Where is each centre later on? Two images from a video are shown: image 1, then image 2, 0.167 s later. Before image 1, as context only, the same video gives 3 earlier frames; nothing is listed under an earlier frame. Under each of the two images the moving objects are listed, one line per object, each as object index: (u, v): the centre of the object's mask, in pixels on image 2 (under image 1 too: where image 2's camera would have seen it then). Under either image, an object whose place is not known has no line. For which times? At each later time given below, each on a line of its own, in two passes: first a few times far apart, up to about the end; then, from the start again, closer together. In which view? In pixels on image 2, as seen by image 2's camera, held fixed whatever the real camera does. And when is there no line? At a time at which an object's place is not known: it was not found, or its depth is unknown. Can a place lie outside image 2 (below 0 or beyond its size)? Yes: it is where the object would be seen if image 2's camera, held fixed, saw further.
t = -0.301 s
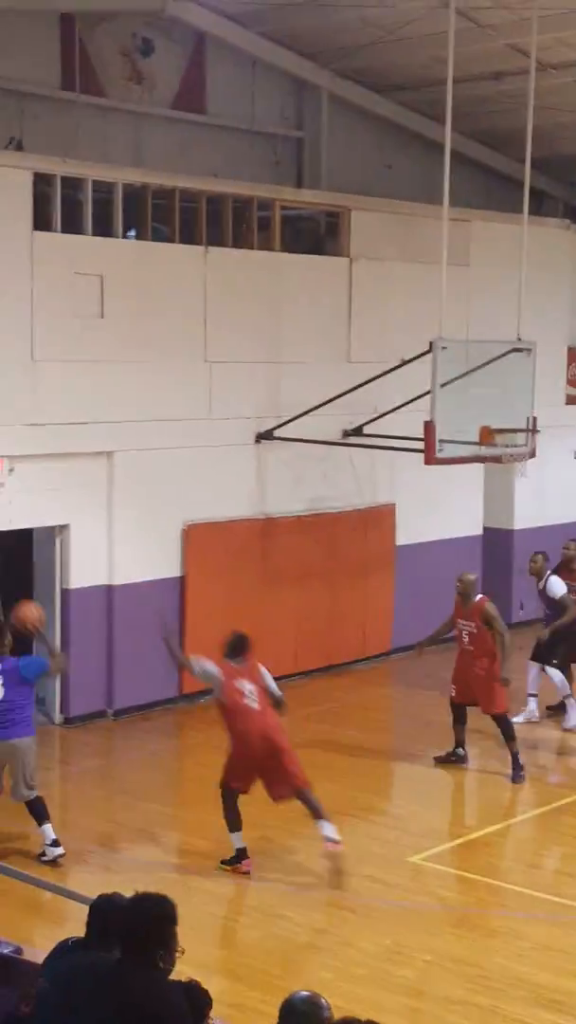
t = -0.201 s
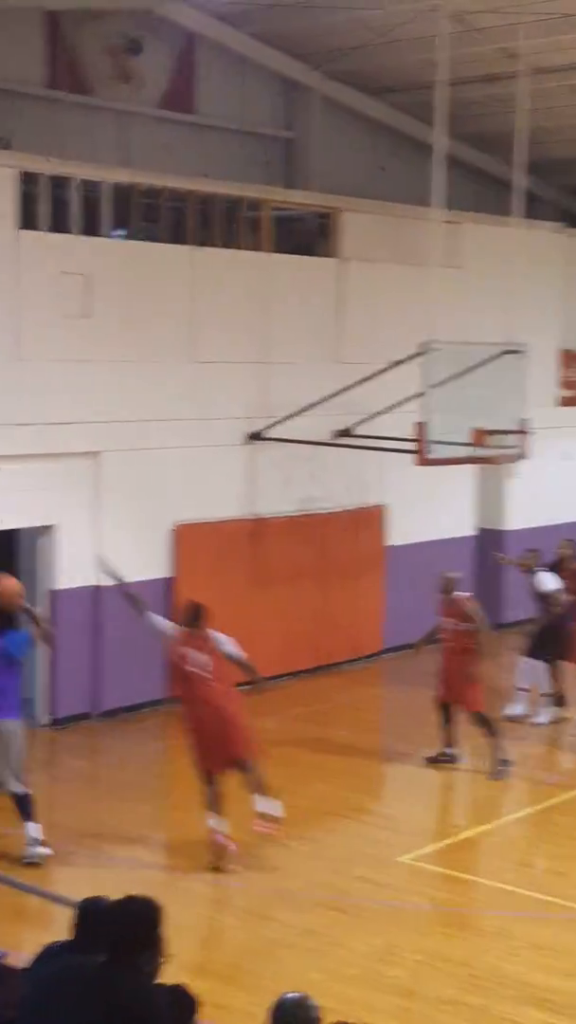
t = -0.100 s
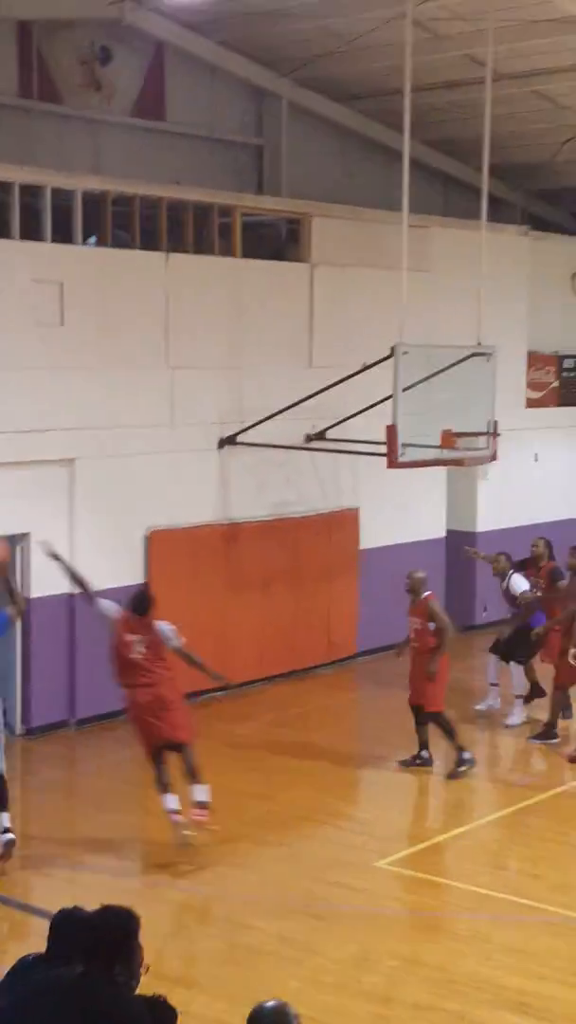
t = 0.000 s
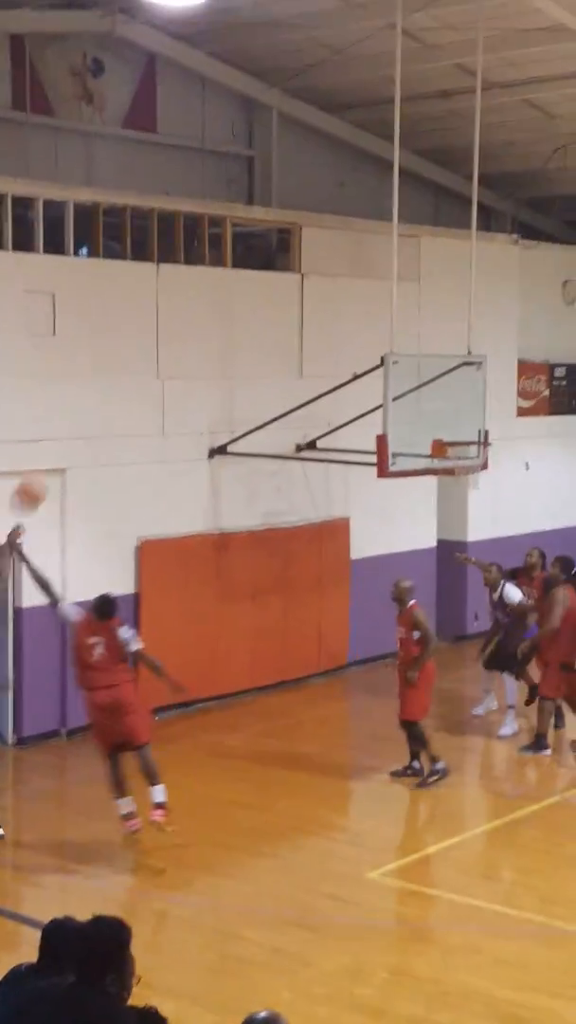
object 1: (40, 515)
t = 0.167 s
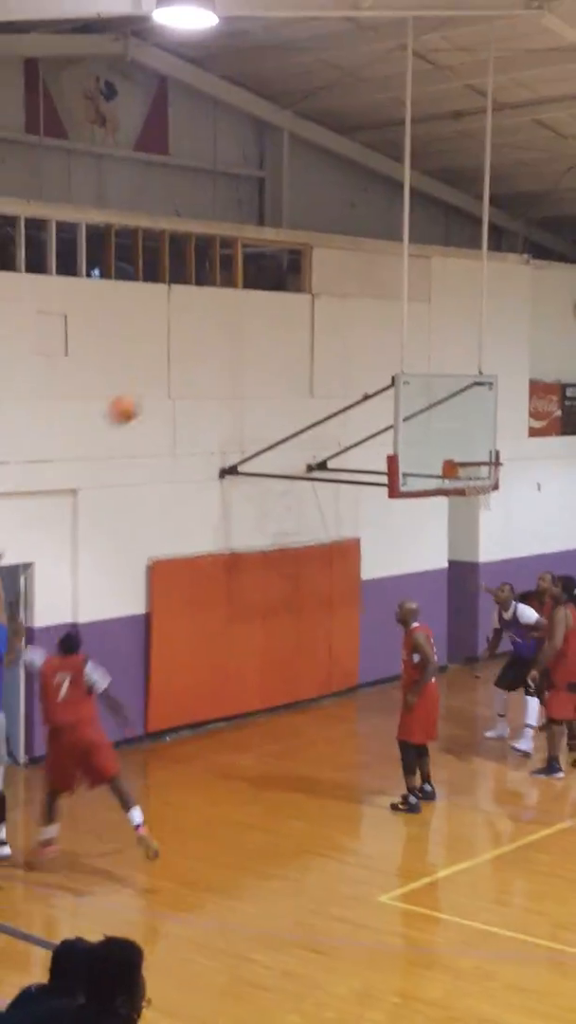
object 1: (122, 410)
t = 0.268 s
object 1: (168, 366)
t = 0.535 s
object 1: (274, 316)
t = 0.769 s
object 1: (350, 337)
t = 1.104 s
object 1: (441, 449)
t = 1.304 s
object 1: (467, 474)
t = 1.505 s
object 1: (503, 527)
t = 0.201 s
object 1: (138, 393)
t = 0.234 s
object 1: (152, 380)
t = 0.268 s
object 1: (168, 366)
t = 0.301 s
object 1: (182, 355)
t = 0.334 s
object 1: (196, 345)
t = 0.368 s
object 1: (209, 337)
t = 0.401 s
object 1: (222, 330)
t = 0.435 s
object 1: (236, 324)
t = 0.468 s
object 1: (248, 321)
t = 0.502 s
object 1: (261, 318)
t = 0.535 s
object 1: (274, 316)
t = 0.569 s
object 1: (285, 316)
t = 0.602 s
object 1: (295, 317)
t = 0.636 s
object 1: (307, 319)
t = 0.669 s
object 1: (319, 322)
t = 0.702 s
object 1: (330, 326)
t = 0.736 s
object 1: (340, 331)
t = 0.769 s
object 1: (350, 337)
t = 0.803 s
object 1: (360, 345)
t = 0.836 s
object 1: (370, 353)
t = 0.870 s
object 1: (379, 362)
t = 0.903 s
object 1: (389, 372)
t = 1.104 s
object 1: (441, 449)
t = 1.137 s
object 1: (443, 460)
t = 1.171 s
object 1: (446, 465)
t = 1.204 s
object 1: (451, 465)
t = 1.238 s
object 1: (455, 468)
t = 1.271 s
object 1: (463, 471)
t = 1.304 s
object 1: (467, 474)
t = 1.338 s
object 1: (473, 480)
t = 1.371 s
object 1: (479, 488)
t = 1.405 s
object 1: (484, 496)
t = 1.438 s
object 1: (491, 504)
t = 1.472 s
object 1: (496, 515)
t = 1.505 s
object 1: (503, 527)
